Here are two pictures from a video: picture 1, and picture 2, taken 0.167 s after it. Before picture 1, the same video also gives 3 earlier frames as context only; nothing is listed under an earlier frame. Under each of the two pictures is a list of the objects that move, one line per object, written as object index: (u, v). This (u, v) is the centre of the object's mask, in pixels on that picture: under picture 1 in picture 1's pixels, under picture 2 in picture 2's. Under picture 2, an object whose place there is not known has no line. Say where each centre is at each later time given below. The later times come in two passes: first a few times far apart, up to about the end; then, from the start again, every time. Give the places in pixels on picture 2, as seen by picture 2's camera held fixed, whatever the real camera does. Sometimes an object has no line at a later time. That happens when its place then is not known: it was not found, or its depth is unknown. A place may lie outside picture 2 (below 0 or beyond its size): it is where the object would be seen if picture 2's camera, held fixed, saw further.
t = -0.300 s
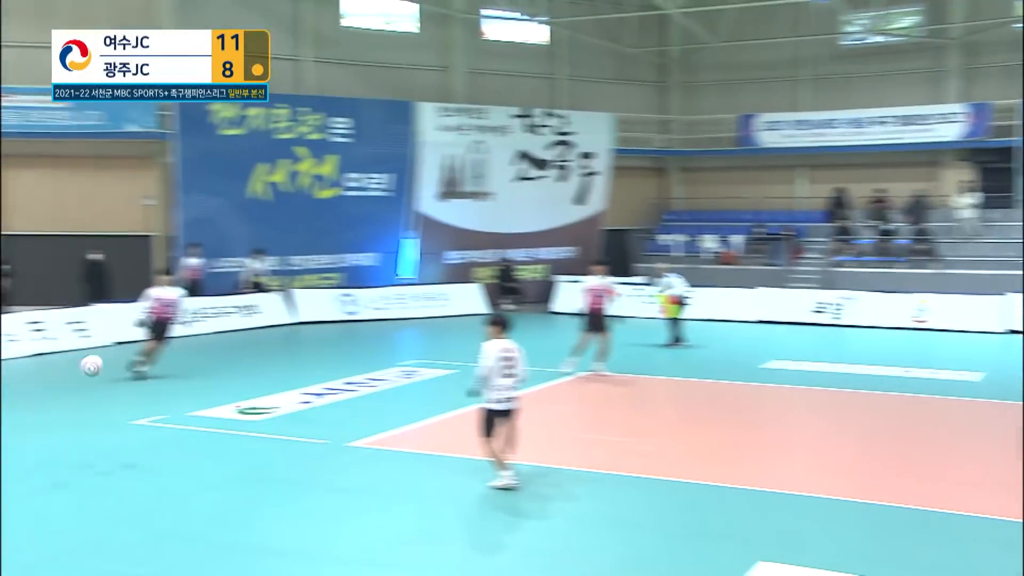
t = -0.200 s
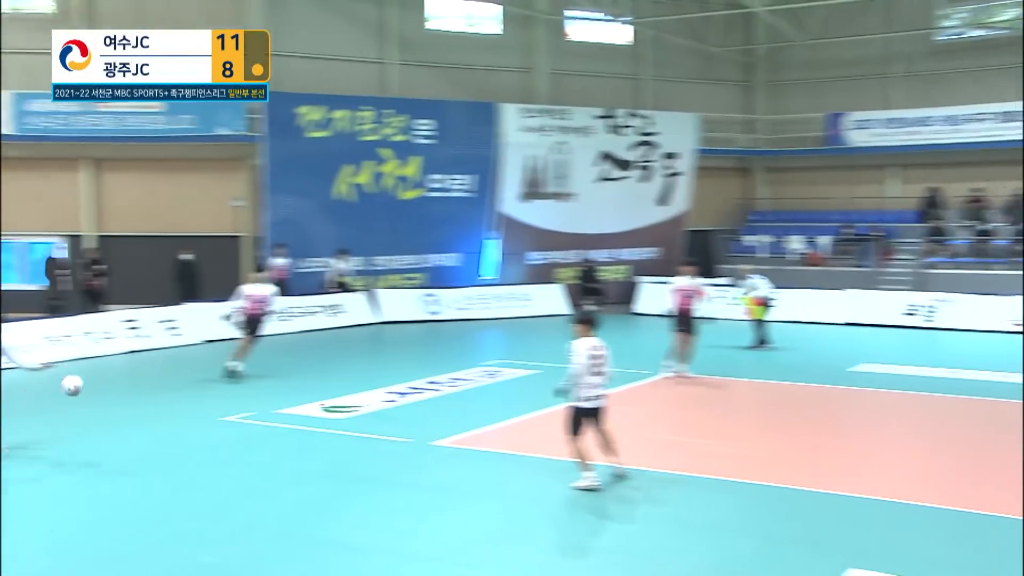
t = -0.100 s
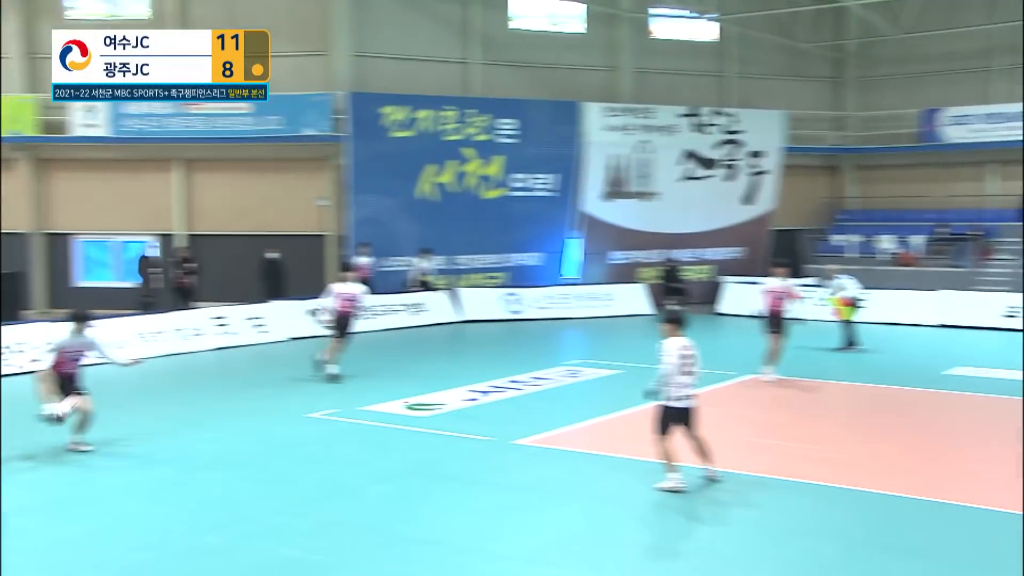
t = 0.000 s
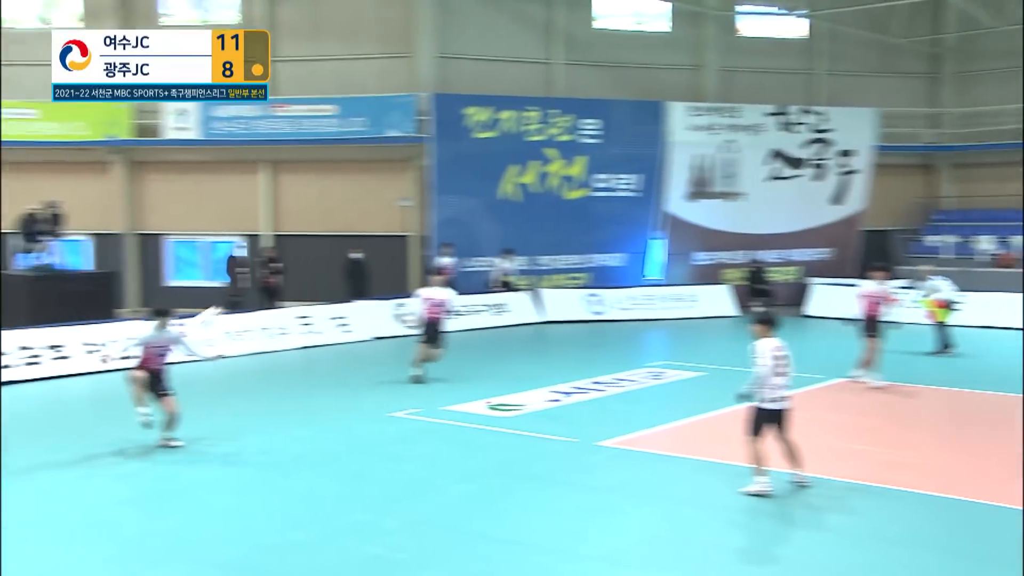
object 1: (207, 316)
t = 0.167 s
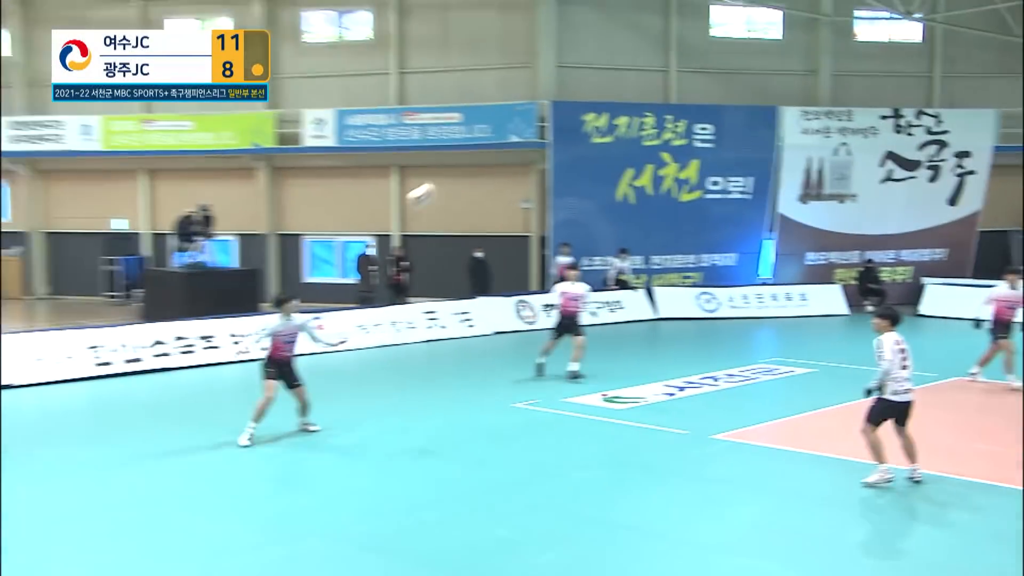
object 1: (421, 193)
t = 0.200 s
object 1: (436, 172)
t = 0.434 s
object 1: (546, 44)
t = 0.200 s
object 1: (436, 172)
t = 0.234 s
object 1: (451, 154)
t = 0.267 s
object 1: (468, 134)
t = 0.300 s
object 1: (483, 114)
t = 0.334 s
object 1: (499, 94)
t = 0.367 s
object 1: (515, 78)
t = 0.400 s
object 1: (530, 61)
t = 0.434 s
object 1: (546, 44)
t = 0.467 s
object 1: (563, 31)
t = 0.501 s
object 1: (579, 17)
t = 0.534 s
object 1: (596, 3)
